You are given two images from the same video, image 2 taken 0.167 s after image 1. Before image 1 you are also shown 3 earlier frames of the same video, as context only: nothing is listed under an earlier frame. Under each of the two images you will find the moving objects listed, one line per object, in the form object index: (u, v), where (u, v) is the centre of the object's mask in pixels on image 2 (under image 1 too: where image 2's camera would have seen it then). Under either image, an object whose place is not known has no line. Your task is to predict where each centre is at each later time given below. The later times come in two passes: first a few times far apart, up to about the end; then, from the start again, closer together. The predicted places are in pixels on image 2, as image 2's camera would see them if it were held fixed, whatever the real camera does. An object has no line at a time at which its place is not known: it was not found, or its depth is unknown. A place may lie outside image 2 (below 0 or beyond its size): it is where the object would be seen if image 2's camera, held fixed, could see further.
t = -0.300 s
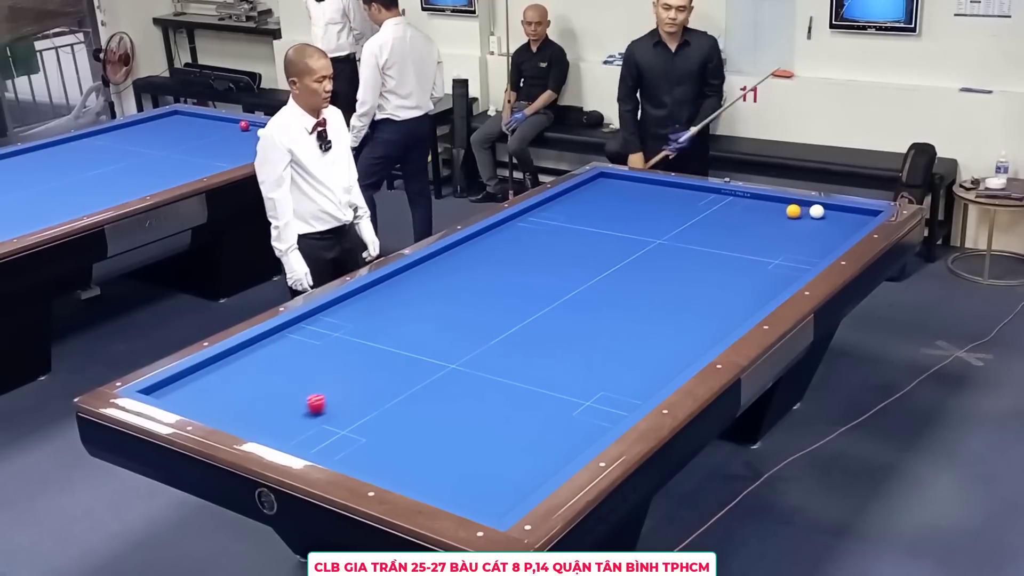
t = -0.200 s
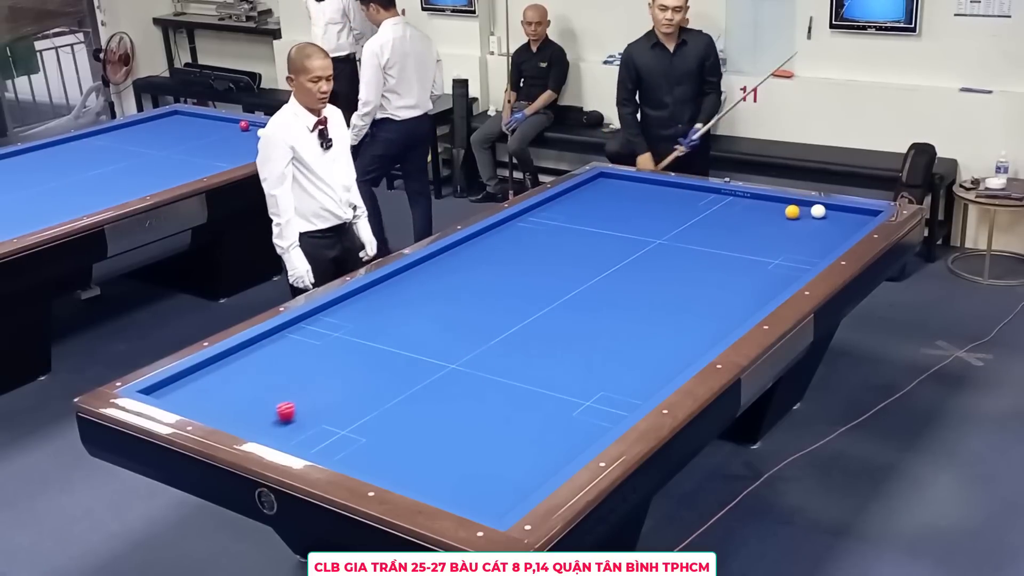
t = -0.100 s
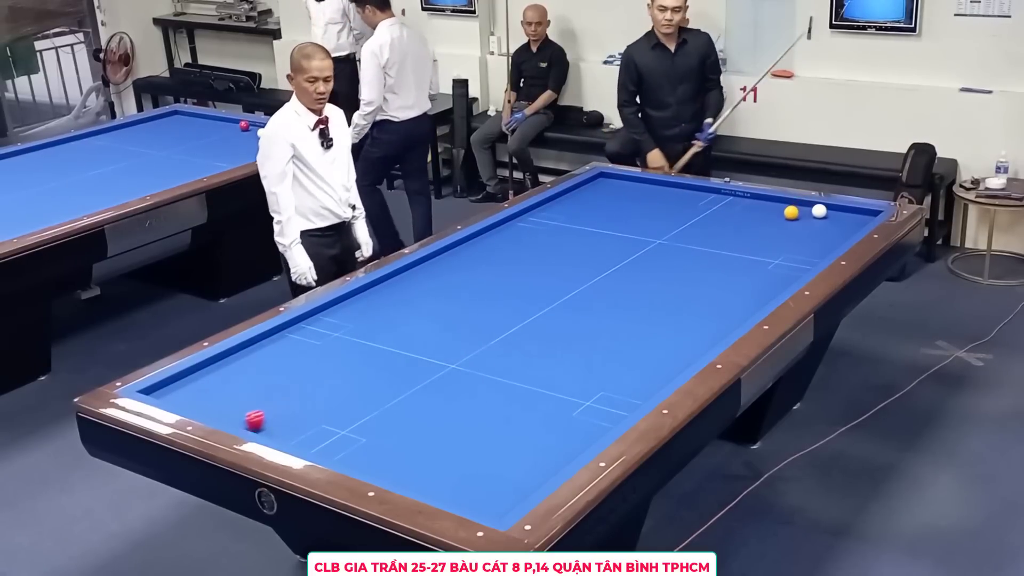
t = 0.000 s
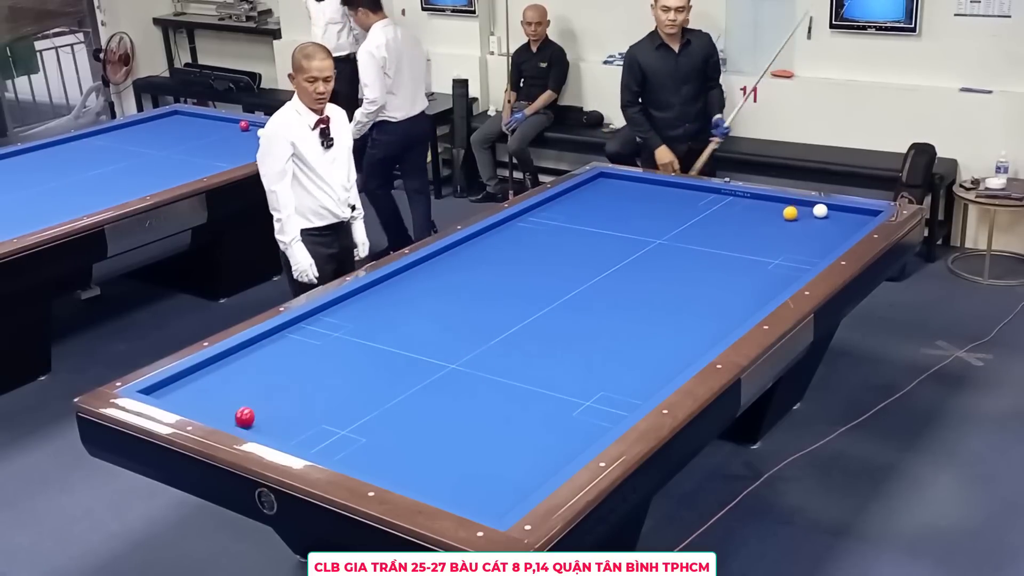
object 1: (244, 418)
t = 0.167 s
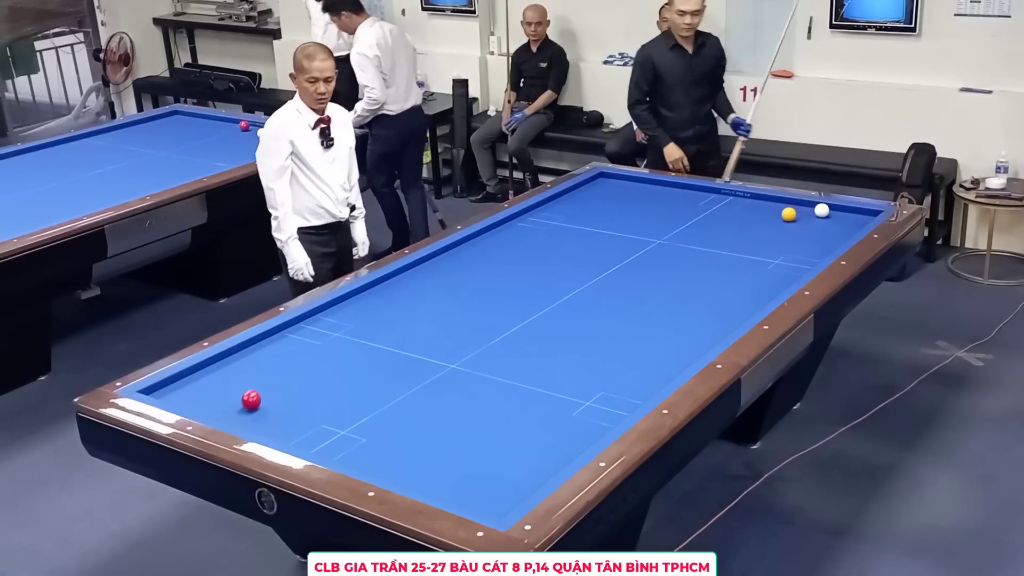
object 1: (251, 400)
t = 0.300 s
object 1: (255, 388)
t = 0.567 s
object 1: (262, 366)
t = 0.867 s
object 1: (269, 342)
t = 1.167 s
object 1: (295, 328)
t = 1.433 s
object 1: (329, 321)
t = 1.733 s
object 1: (365, 314)
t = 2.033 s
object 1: (398, 307)
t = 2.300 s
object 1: (427, 301)
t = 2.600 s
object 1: (457, 294)
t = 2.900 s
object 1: (485, 288)
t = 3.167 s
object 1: (509, 283)
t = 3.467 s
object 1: (534, 278)
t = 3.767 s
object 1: (557, 272)
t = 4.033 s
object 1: (577, 268)
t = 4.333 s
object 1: (601, 263)
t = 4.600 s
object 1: (618, 259)
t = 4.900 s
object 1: (637, 255)
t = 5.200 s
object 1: (654, 251)
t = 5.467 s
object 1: (668, 248)
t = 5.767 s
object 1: (684, 245)
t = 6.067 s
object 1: (699, 242)
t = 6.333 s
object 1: (711, 239)
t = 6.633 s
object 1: (724, 237)
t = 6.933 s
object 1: (736, 234)
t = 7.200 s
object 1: (746, 232)
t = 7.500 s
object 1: (757, 230)
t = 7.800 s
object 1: (766, 228)
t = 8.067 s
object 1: (774, 227)
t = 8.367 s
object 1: (782, 225)
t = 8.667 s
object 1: (790, 224)
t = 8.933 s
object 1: (797, 224)
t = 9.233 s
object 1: (803, 223)
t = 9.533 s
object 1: (809, 223)
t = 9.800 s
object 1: (812, 223)
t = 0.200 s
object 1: (252, 397)
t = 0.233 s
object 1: (253, 395)
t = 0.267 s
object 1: (254, 391)
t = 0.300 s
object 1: (255, 388)
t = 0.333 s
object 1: (256, 385)
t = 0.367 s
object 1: (257, 383)
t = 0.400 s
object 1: (258, 380)
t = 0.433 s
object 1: (259, 377)
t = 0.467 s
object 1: (259, 374)
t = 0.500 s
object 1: (260, 371)
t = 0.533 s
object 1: (261, 368)
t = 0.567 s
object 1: (262, 366)
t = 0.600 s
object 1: (263, 363)
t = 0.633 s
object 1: (264, 360)
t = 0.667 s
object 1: (265, 358)
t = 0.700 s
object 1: (265, 355)
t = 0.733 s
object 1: (266, 352)
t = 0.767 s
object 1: (267, 350)
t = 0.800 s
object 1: (268, 348)
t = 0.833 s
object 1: (268, 345)
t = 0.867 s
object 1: (269, 342)
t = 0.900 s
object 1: (270, 340)
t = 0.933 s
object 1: (271, 338)
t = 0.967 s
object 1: (272, 336)
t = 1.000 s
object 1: (273, 334)
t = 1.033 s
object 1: (278, 333)
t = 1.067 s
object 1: (282, 332)
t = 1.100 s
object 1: (286, 330)
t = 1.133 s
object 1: (291, 329)
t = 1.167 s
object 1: (295, 328)
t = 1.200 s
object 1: (300, 327)
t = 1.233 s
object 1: (304, 327)
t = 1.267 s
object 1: (308, 326)
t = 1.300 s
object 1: (312, 325)
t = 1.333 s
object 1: (317, 324)
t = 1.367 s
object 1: (321, 323)
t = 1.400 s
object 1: (325, 322)
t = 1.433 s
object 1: (329, 321)
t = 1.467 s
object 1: (333, 320)
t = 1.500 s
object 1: (337, 320)
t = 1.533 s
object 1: (341, 319)
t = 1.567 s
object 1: (345, 318)
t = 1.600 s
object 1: (349, 317)
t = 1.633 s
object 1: (353, 317)
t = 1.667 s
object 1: (357, 316)
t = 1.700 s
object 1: (361, 315)
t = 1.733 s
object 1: (365, 314)
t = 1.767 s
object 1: (369, 313)
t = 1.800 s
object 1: (372, 312)
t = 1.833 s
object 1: (376, 312)
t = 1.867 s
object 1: (380, 311)
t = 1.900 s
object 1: (384, 310)
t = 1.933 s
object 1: (388, 309)
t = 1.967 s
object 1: (391, 308)
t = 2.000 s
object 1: (395, 308)
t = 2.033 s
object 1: (398, 307)
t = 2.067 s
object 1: (402, 306)
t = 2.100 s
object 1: (406, 305)
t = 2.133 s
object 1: (409, 304)
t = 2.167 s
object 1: (413, 304)
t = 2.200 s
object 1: (416, 303)
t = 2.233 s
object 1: (420, 302)
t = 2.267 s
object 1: (423, 301)
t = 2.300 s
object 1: (427, 301)
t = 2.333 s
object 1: (430, 300)
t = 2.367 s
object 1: (433, 299)
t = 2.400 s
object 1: (437, 299)
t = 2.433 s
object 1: (440, 298)
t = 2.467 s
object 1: (443, 297)
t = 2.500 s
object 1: (447, 297)
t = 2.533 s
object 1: (450, 296)
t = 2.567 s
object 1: (453, 295)
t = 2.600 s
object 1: (457, 294)
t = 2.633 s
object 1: (460, 294)
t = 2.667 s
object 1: (463, 293)
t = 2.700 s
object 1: (466, 292)
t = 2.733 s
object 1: (469, 291)
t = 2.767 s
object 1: (473, 291)
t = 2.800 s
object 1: (476, 290)
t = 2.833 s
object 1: (479, 289)
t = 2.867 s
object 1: (482, 289)
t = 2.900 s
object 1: (485, 288)
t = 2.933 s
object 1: (488, 288)
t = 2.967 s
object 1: (491, 287)
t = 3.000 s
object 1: (494, 286)
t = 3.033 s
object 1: (497, 286)
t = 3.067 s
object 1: (500, 285)
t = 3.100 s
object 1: (503, 284)
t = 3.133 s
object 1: (506, 284)
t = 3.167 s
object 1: (509, 283)
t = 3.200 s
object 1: (511, 282)
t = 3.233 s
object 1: (514, 282)
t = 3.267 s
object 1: (517, 282)
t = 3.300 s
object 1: (520, 281)
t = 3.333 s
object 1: (523, 280)
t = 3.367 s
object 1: (526, 279)
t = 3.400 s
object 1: (528, 279)
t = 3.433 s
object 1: (531, 278)
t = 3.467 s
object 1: (534, 278)
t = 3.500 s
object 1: (536, 277)
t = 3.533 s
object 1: (539, 276)
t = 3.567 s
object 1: (542, 276)
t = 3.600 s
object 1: (544, 275)
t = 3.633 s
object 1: (547, 275)
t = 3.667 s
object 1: (550, 274)
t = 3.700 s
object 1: (552, 274)
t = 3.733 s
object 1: (555, 273)
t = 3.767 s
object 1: (557, 272)
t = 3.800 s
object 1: (560, 272)
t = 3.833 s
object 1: (562, 271)
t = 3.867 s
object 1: (565, 271)
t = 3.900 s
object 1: (567, 270)
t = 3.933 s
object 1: (570, 270)
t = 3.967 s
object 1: (572, 269)
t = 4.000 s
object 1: (575, 269)
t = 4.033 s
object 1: (577, 268)
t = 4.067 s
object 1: (580, 268)
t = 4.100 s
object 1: (582, 267)
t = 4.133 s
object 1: (587, 266)
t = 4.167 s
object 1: (589, 266)
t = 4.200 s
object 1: (592, 265)
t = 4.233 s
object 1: (594, 265)
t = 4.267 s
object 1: (596, 264)
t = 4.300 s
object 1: (598, 263)
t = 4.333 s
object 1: (601, 263)
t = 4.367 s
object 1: (603, 262)
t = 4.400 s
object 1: (605, 262)
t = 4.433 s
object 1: (607, 261)
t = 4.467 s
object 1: (609, 261)
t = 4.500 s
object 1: (611, 260)
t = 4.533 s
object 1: (614, 260)
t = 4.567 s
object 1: (616, 259)
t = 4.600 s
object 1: (618, 259)
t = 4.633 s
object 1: (620, 258)
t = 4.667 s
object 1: (622, 258)
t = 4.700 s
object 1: (624, 258)
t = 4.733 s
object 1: (626, 257)
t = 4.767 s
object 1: (629, 257)
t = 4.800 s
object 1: (630, 256)
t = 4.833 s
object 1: (633, 256)
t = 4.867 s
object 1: (635, 255)
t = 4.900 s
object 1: (637, 255)
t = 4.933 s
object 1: (639, 255)
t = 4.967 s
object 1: (641, 254)
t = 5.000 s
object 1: (643, 254)
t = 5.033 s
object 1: (645, 253)
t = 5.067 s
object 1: (646, 253)
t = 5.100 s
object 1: (648, 252)
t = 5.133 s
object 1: (650, 252)
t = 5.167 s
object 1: (652, 252)
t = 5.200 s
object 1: (654, 251)
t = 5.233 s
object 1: (656, 251)
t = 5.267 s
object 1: (658, 250)
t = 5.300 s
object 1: (659, 250)
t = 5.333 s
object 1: (661, 250)
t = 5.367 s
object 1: (663, 249)
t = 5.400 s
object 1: (665, 249)
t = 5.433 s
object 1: (667, 248)
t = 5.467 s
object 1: (668, 248)
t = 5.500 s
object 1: (670, 248)
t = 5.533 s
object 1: (672, 247)
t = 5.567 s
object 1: (674, 247)
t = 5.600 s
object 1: (676, 247)
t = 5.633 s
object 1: (677, 246)
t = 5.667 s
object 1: (679, 246)
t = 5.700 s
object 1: (681, 245)
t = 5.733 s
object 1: (682, 245)
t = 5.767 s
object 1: (684, 245)
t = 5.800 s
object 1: (686, 244)
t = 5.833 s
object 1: (688, 244)
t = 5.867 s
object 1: (689, 243)
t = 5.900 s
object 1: (691, 243)
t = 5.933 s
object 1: (692, 243)
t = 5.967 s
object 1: (694, 243)
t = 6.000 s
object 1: (696, 242)
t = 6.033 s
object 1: (697, 242)
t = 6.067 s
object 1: (699, 242)
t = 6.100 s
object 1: (700, 241)
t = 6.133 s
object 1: (702, 241)
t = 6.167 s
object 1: (703, 241)
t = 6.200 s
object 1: (705, 240)
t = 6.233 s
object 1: (706, 240)
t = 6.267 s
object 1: (708, 240)
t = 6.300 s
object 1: (709, 239)
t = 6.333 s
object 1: (711, 239)
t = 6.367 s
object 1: (713, 239)
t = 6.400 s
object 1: (714, 239)
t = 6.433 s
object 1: (715, 238)
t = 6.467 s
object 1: (717, 238)
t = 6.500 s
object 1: (718, 238)
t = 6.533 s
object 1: (720, 237)
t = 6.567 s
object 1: (721, 237)
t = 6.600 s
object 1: (723, 237)
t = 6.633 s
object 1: (724, 237)
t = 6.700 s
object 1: (726, 236)
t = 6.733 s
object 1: (728, 236)
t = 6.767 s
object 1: (729, 235)
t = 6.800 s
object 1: (731, 235)
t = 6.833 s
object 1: (732, 235)
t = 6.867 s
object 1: (733, 235)
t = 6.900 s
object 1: (734, 235)
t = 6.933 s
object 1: (736, 234)
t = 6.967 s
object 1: (737, 234)
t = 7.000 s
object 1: (738, 234)
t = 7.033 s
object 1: (740, 234)
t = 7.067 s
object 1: (741, 233)
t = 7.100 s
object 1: (742, 233)
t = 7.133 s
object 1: (743, 233)
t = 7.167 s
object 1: (745, 233)
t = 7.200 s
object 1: (746, 232)
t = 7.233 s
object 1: (747, 232)
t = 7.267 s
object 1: (748, 232)
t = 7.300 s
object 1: (749, 232)
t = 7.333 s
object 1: (751, 231)
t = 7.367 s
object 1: (752, 231)
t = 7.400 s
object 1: (753, 231)
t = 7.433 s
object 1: (754, 231)
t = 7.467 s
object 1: (755, 230)
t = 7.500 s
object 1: (757, 230)
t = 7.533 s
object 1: (758, 230)
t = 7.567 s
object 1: (759, 230)
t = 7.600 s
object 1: (760, 230)
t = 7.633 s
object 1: (761, 229)
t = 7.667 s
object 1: (762, 229)
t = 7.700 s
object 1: (763, 229)
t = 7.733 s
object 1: (764, 229)
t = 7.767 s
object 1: (765, 228)
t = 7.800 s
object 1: (766, 228)
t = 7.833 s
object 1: (767, 228)
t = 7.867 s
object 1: (768, 228)
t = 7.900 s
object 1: (769, 228)
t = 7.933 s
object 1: (770, 228)
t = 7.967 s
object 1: (771, 227)
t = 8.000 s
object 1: (772, 227)
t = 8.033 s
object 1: (773, 227)
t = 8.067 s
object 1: (774, 227)
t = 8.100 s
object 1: (775, 227)
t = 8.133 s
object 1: (776, 226)
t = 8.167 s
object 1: (777, 226)
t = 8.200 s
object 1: (778, 226)
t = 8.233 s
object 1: (778, 226)
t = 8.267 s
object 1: (779, 225)
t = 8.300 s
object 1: (780, 225)
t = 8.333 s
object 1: (781, 225)
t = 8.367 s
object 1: (782, 225)
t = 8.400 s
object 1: (783, 225)
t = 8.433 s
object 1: (784, 225)
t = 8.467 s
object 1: (785, 225)
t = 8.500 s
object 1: (786, 225)
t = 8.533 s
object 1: (787, 225)
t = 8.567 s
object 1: (787, 225)
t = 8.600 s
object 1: (788, 225)
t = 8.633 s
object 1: (789, 224)
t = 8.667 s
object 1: (790, 224)
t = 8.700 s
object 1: (791, 224)
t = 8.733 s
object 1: (792, 224)
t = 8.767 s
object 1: (792, 224)
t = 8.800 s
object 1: (793, 224)
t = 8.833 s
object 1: (794, 224)
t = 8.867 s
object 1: (795, 224)
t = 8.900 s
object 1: (796, 224)
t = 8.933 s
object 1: (797, 224)
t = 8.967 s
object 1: (797, 224)
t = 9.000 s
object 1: (798, 224)
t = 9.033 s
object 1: (799, 223)
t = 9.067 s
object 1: (799, 223)
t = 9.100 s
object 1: (800, 223)
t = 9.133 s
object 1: (801, 223)
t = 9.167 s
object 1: (802, 223)
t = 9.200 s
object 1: (802, 223)
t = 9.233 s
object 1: (803, 223)
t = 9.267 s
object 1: (803, 223)
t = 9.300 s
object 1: (804, 223)
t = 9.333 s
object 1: (805, 223)
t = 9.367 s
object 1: (805, 223)
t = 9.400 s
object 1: (806, 223)
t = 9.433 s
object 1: (807, 223)
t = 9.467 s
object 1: (807, 223)
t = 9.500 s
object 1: (808, 223)
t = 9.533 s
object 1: (809, 223)
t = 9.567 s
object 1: (809, 223)
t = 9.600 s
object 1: (810, 223)
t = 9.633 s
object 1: (810, 223)
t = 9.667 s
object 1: (810, 223)
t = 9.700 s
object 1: (811, 223)
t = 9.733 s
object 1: (811, 223)
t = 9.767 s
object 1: (812, 223)
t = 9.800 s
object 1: (812, 223)
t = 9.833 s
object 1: (813, 223)
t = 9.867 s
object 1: (813, 223)
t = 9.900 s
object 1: (814, 222)
